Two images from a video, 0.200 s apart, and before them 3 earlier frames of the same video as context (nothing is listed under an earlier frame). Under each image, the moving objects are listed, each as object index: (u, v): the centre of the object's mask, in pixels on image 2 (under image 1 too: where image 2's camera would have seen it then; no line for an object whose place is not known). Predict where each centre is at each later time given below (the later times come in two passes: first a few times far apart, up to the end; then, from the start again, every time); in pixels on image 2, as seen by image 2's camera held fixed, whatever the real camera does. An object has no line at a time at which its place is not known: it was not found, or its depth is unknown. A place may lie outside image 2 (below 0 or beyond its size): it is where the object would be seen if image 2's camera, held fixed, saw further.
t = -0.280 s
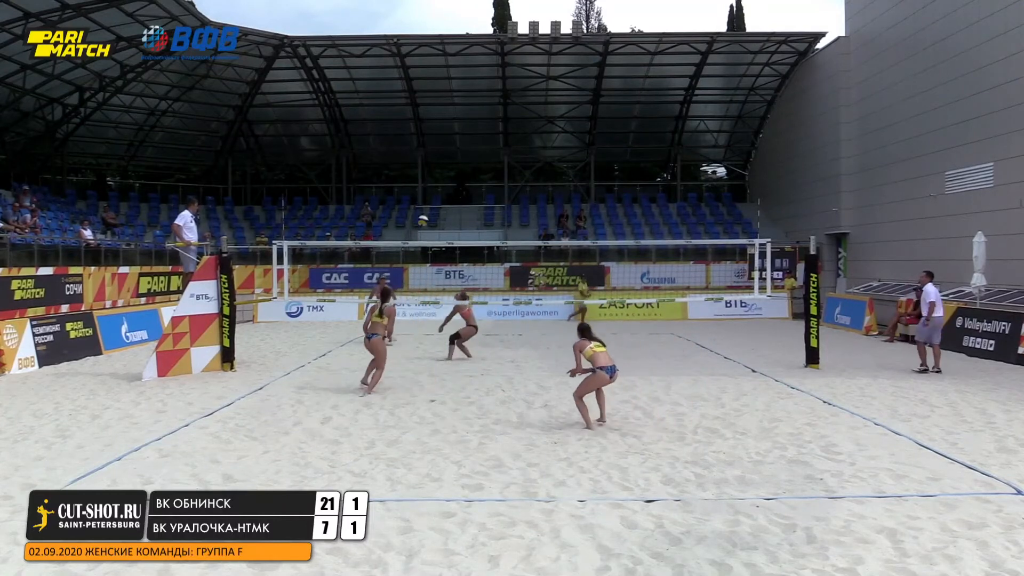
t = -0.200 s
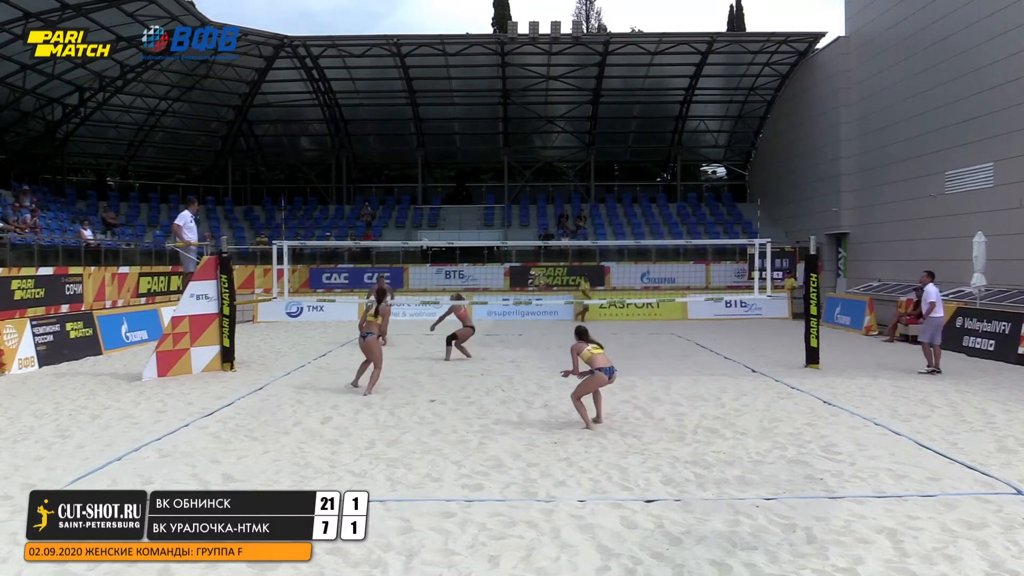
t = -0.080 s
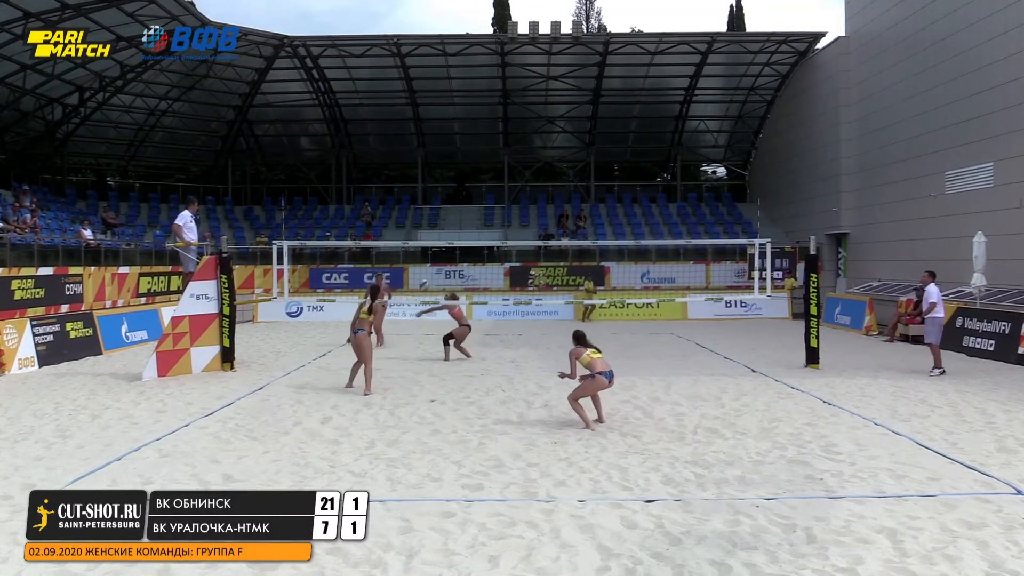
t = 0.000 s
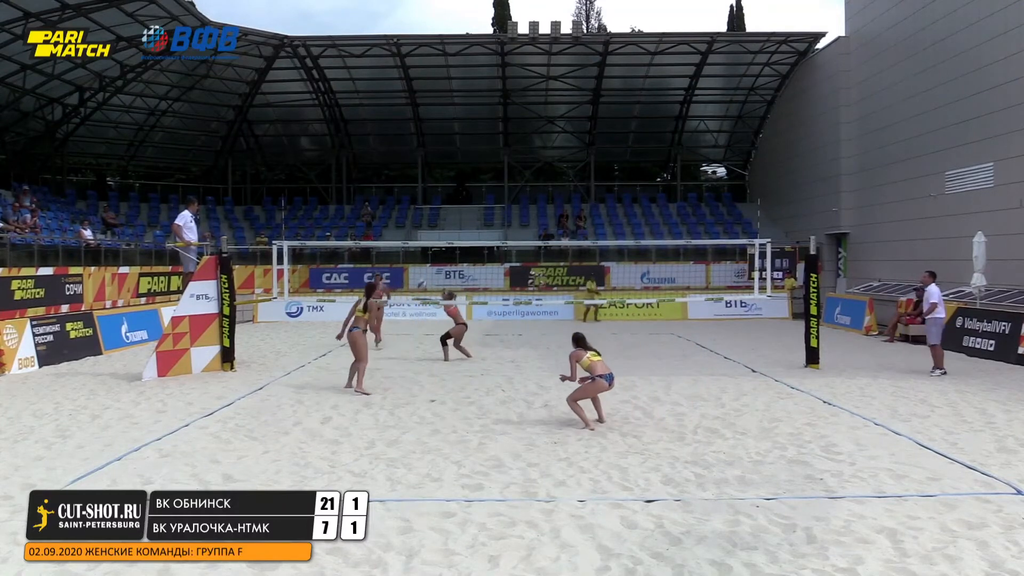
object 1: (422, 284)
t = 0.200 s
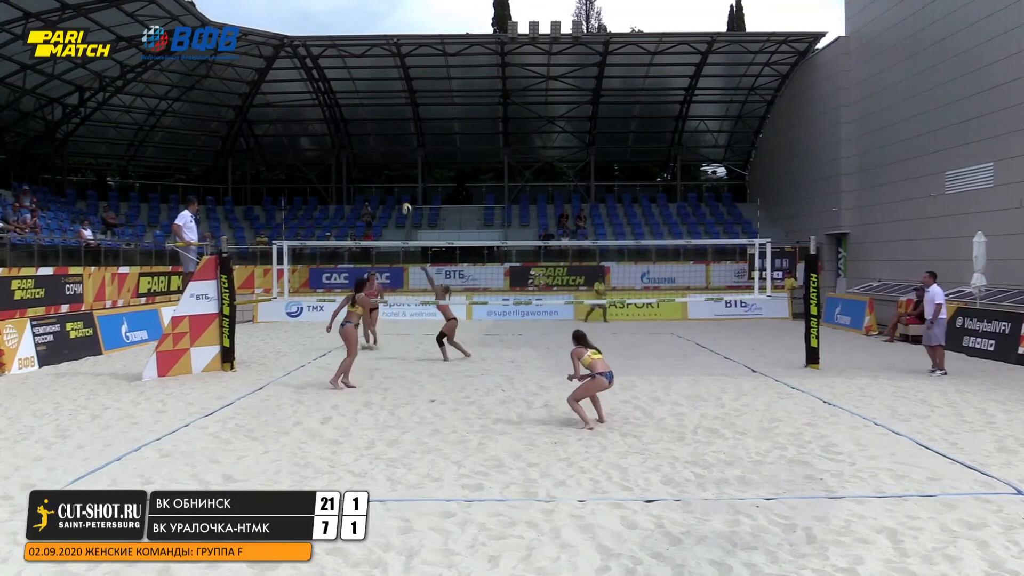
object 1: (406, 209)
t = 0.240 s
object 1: (403, 196)
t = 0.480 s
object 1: (385, 137)
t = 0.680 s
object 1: (370, 111)
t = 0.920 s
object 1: (354, 106)
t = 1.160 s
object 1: (337, 132)
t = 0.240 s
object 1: (403, 196)
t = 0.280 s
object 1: (399, 184)
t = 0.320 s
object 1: (397, 173)
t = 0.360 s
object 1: (394, 162)
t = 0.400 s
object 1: (391, 153)
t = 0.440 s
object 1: (388, 145)
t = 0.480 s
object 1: (385, 137)
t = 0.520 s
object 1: (382, 130)
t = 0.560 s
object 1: (379, 124)
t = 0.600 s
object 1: (376, 119)
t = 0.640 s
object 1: (373, 114)
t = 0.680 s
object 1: (370, 111)
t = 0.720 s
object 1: (368, 108)
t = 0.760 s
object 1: (365, 106)
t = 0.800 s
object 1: (362, 105)
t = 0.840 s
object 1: (359, 104)
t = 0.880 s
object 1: (356, 104)
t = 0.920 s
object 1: (354, 106)
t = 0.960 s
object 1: (351, 108)
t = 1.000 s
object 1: (348, 111)
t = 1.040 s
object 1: (345, 115)
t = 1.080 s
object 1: (343, 120)
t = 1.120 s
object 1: (340, 125)
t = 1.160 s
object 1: (337, 132)
